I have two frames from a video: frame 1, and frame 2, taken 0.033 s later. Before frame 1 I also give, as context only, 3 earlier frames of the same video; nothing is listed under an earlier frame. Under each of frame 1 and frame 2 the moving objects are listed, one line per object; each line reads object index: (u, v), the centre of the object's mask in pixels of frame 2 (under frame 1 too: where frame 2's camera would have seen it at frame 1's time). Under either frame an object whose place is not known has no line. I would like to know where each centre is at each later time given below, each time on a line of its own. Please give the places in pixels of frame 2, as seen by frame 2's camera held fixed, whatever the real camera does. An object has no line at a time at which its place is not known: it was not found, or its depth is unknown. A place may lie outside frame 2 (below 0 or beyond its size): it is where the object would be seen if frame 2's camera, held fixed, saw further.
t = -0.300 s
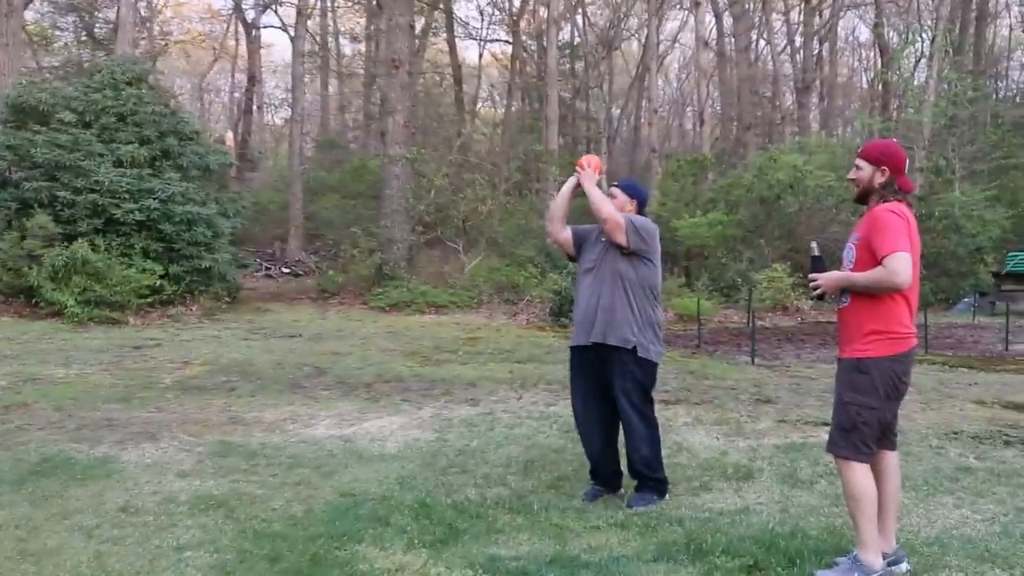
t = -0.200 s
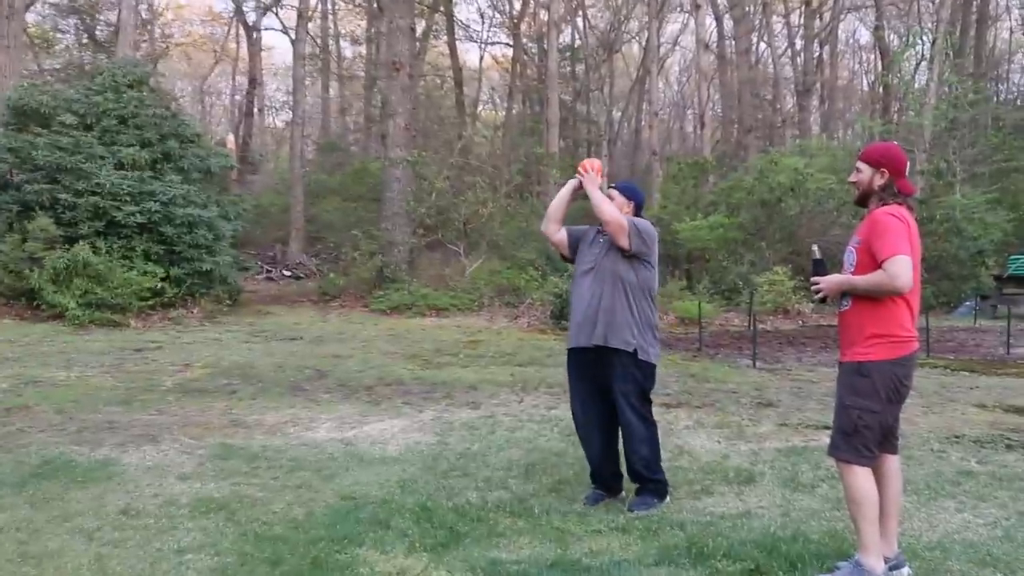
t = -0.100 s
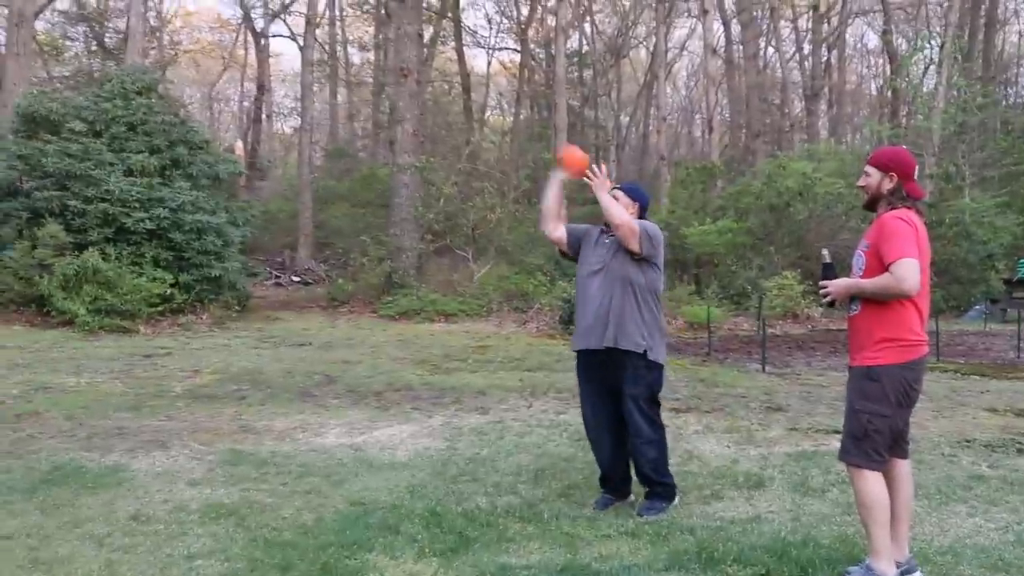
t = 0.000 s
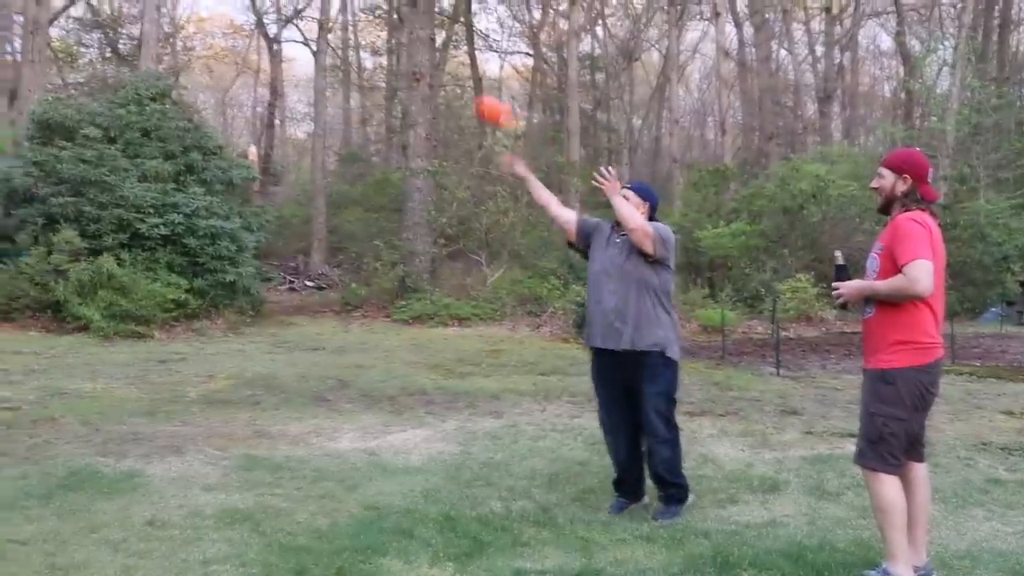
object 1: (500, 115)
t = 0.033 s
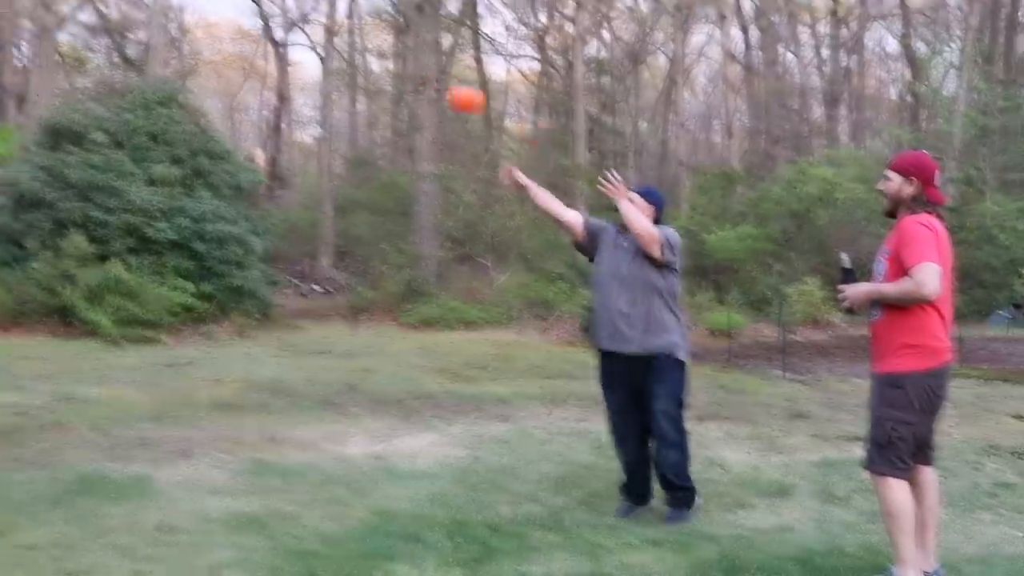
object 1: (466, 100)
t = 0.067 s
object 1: (433, 87)
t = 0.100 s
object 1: (404, 77)
